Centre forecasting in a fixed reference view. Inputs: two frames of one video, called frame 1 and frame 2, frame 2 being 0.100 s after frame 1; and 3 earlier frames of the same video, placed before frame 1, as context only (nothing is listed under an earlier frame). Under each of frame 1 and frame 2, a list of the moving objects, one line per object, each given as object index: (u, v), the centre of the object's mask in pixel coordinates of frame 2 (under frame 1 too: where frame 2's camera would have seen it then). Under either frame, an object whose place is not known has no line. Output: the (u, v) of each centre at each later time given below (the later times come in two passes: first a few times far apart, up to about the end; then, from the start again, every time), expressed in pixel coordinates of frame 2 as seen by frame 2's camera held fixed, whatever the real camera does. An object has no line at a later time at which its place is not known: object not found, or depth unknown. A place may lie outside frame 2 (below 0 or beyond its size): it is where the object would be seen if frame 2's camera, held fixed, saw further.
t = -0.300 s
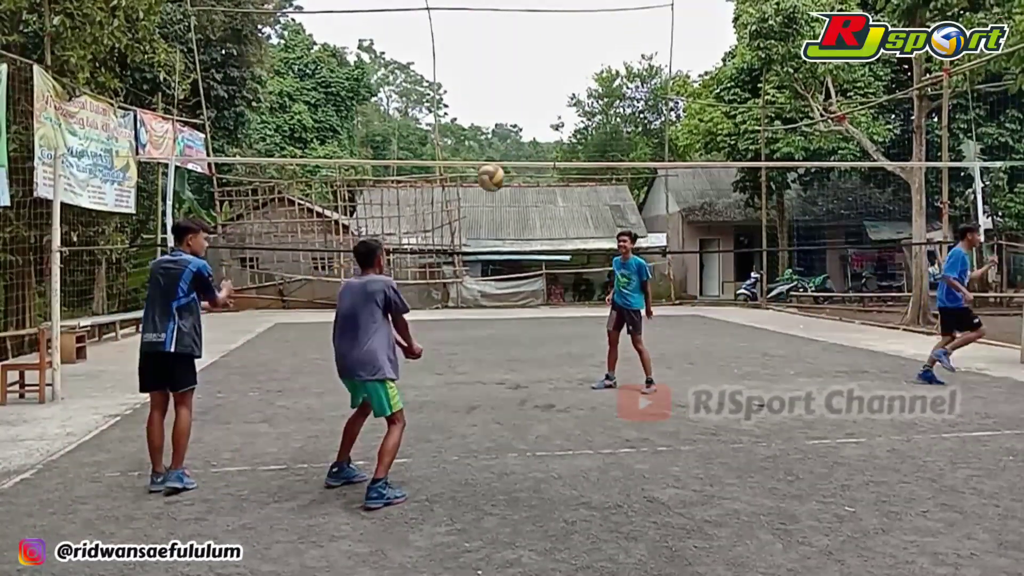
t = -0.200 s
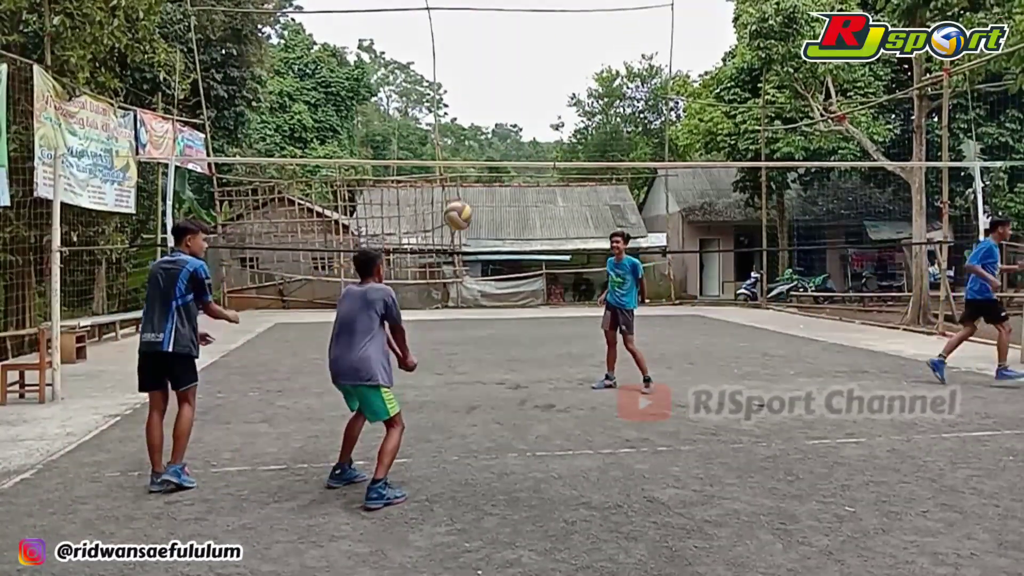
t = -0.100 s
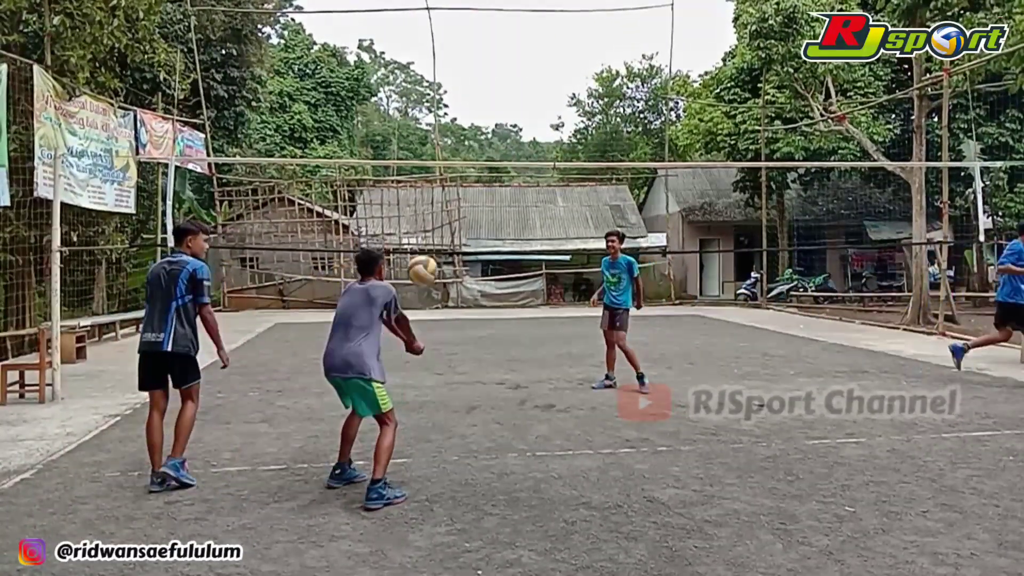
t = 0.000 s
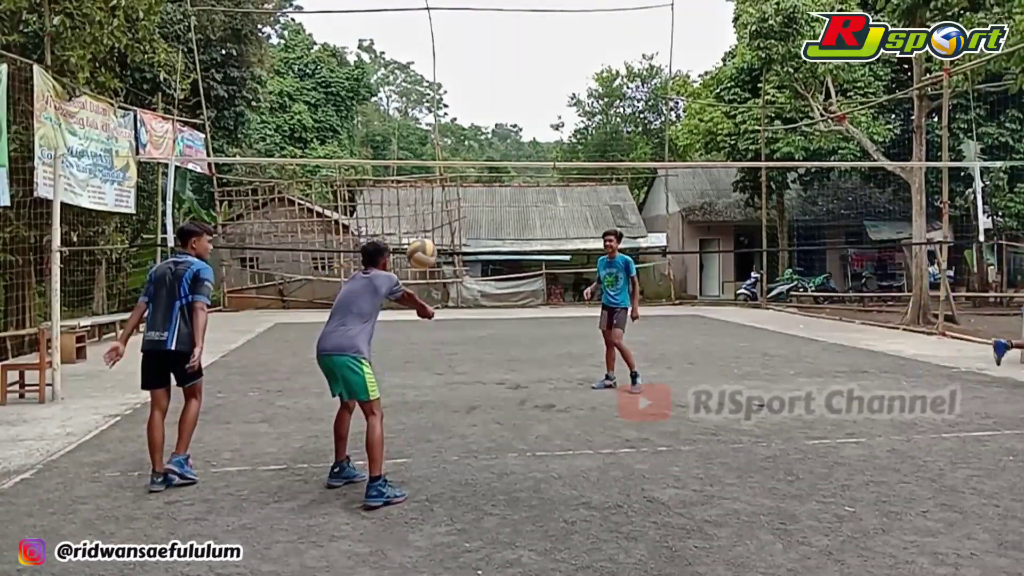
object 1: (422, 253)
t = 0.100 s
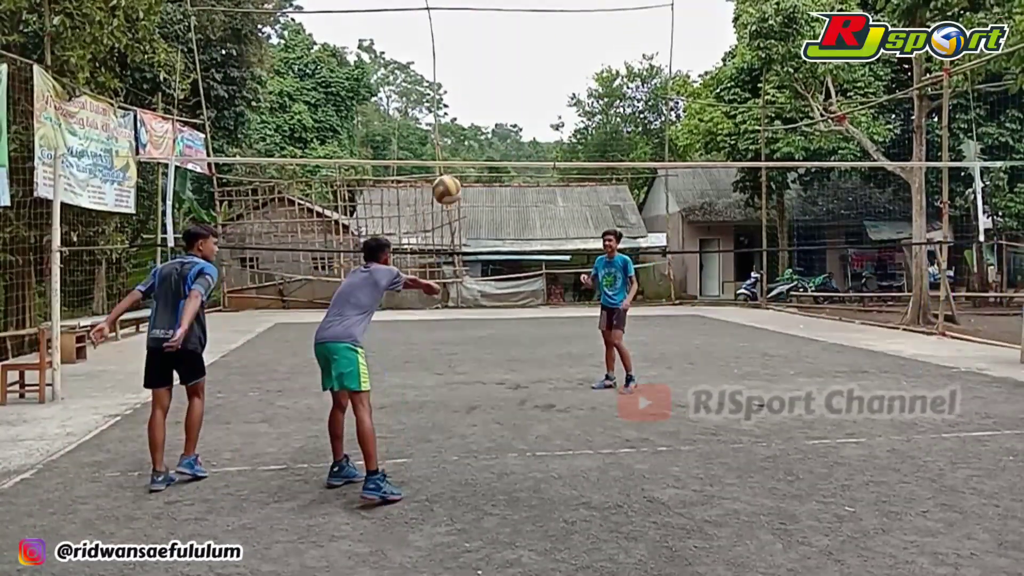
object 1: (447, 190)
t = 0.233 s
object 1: (476, 136)
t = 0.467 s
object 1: (518, 107)
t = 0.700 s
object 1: (552, 139)
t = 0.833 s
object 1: (569, 179)
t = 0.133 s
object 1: (454, 173)
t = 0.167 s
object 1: (462, 158)
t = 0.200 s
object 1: (469, 146)
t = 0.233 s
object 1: (476, 136)
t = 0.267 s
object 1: (483, 127)
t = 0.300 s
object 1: (490, 120)
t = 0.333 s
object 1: (496, 114)
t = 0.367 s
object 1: (502, 110)
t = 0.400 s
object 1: (507, 108)
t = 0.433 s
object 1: (513, 107)
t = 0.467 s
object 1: (518, 107)
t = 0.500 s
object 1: (524, 108)
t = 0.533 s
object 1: (529, 110)
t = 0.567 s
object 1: (534, 114)
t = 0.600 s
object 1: (539, 119)
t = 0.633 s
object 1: (543, 125)
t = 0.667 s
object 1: (548, 132)
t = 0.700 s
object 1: (552, 139)
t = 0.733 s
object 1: (556, 149)
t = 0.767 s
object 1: (561, 158)
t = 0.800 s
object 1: (564, 168)
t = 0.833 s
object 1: (569, 179)
